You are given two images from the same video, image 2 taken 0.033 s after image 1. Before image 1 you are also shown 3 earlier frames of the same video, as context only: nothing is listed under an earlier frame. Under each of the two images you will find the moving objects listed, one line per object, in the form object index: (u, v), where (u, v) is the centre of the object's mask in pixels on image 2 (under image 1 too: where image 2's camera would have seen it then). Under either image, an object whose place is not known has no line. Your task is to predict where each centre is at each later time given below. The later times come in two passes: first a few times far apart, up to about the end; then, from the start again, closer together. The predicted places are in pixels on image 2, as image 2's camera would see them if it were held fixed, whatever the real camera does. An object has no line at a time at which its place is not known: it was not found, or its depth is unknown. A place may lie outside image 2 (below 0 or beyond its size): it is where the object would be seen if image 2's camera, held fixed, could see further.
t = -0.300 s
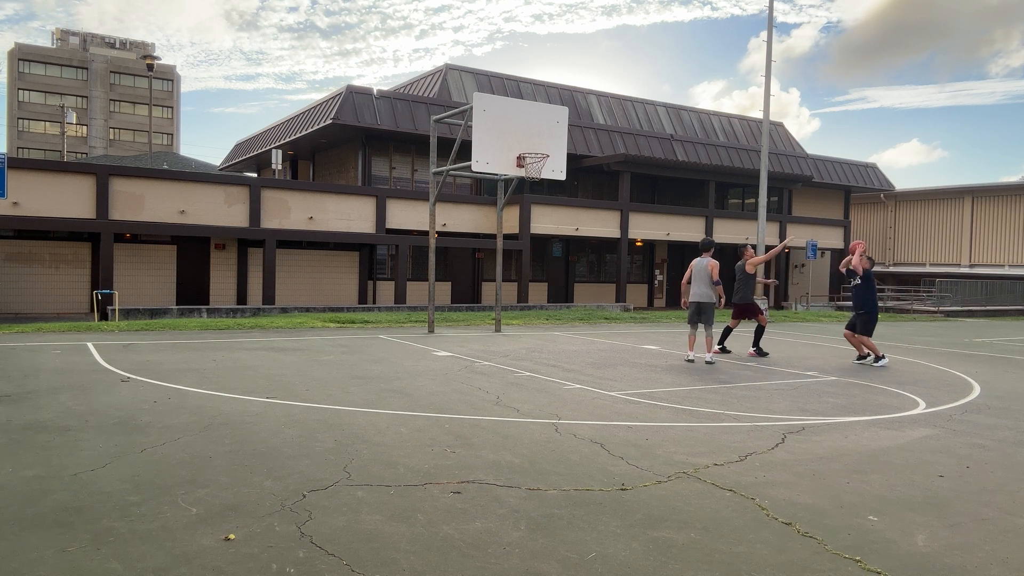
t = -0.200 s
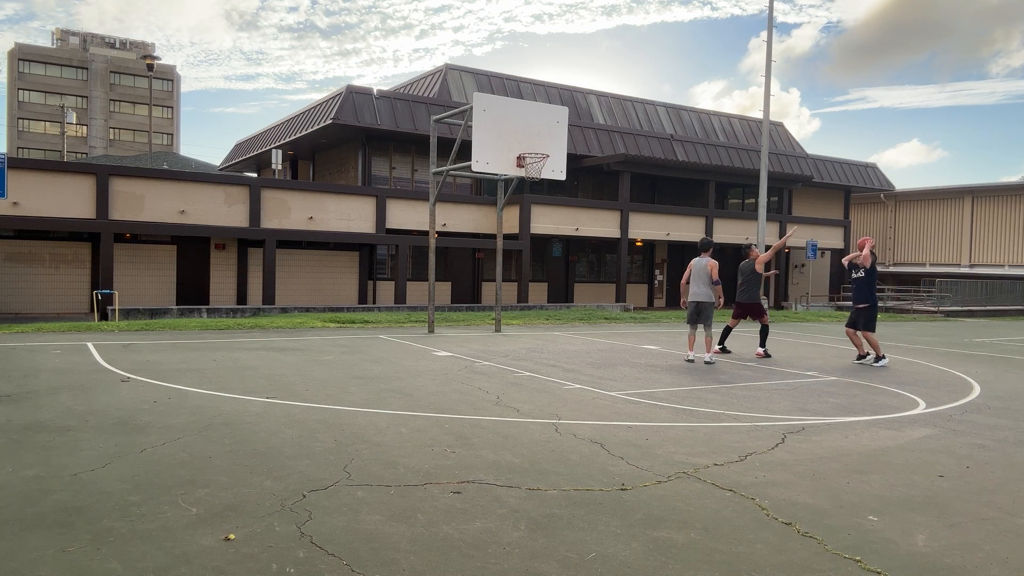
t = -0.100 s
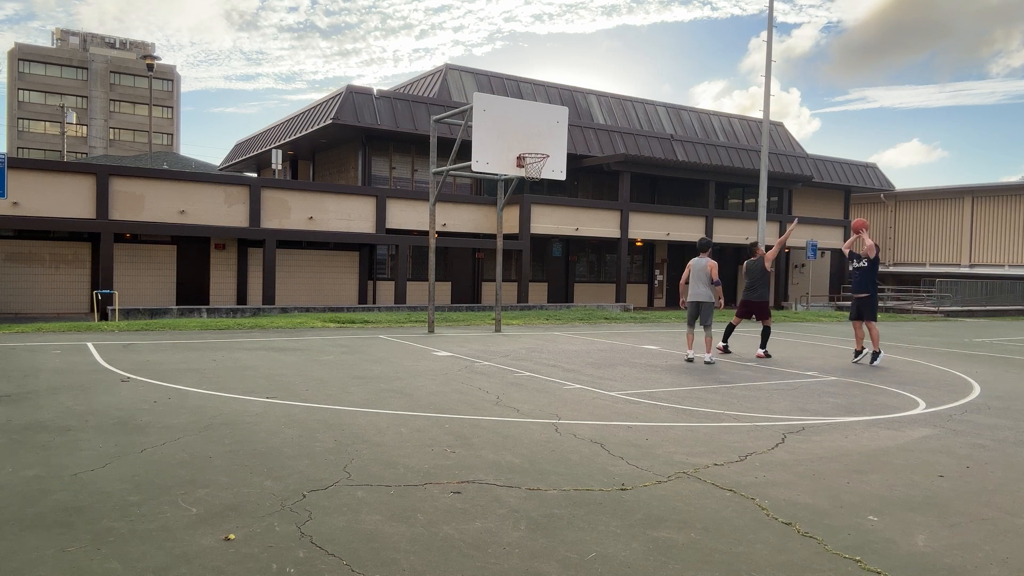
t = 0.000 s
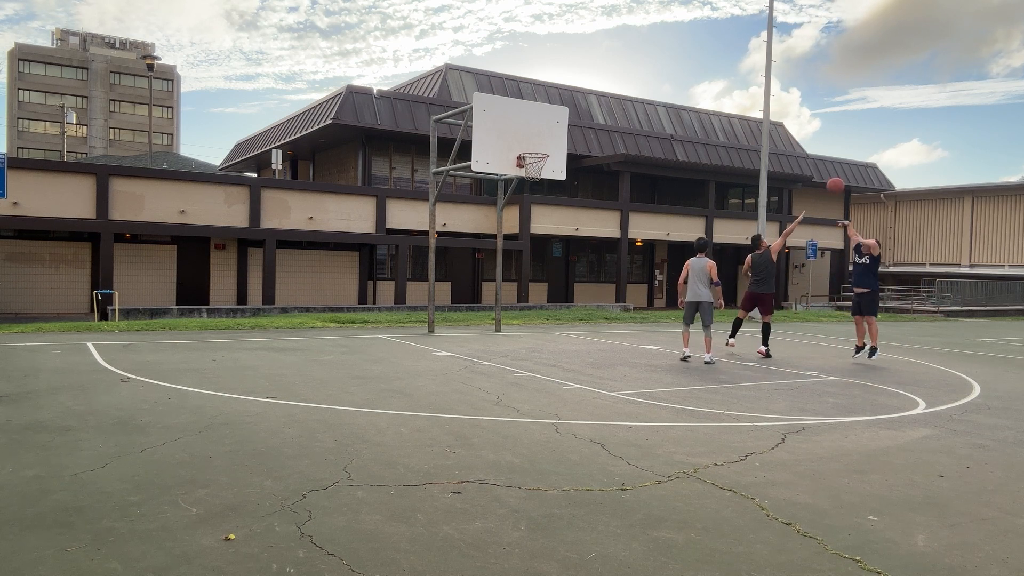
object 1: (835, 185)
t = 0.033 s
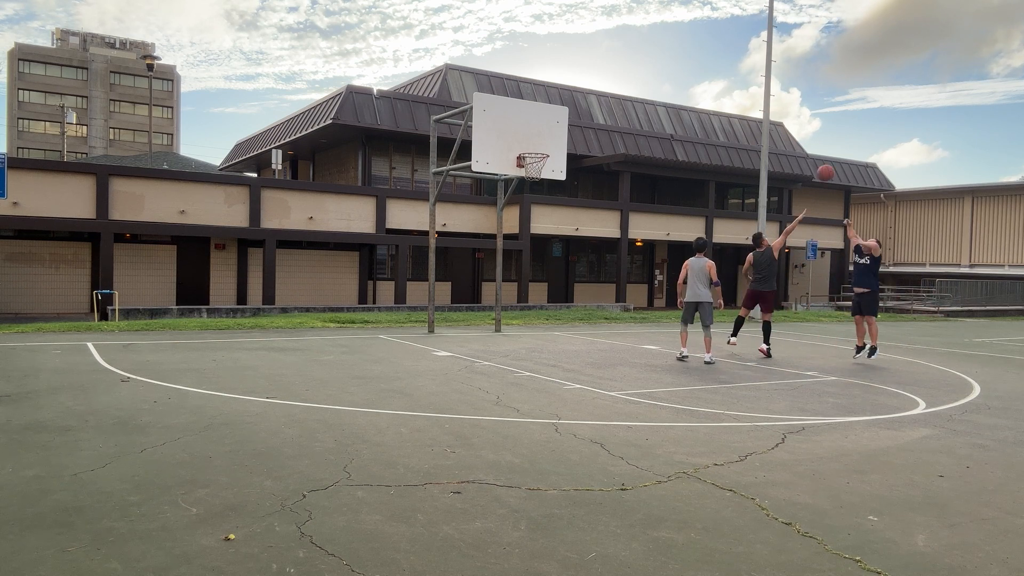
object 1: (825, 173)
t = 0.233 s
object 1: (768, 112)
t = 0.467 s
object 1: (702, 75)
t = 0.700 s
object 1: (638, 74)
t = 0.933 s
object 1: (575, 106)
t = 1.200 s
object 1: (532, 171)
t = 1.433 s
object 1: (537, 172)
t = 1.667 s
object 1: (525, 194)
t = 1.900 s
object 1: (512, 250)
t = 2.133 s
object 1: (499, 340)
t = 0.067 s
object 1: (815, 161)
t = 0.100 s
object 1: (806, 150)
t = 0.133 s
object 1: (796, 139)
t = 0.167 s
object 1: (787, 129)
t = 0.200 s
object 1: (777, 120)
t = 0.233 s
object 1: (768, 112)
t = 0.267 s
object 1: (758, 105)
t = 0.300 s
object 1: (749, 98)
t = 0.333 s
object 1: (739, 92)
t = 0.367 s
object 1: (730, 87)
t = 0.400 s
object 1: (720, 82)
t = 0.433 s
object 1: (711, 78)
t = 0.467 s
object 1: (702, 75)
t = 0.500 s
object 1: (693, 73)
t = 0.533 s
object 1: (683, 71)
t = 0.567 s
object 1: (674, 70)
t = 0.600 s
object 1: (665, 70)
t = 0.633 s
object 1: (656, 71)
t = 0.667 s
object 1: (647, 72)
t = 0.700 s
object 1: (638, 74)
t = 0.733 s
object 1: (629, 76)
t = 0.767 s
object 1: (620, 80)
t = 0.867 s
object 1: (593, 94)
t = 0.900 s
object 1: (584, 100)
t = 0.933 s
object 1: (575, 106)
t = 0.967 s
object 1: (566, 113)
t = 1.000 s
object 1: (558, 122)
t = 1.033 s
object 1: (549, 130)
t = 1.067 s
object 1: (540, 139)
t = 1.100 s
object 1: (531, 148)
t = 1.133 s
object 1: (529, 157)
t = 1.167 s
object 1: (530, 165)
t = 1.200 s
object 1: (532, 171)
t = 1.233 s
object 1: (535, 169)
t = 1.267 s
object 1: (538, 169)
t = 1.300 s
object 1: (538, 170)
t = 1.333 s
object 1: (538, 171)
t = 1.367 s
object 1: (538, 171)
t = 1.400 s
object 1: (537, 172)
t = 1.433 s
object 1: (537, 172)
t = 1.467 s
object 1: (535, 174)
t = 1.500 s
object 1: (534, 176)
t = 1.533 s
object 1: (532, 178)
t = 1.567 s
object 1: (530, 181)
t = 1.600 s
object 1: (528, 184)
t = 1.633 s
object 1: (527, 189)
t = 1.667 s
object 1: (525, 194)
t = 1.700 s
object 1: (523, 199)
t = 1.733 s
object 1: (521, 206)
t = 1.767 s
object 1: (519, 214)
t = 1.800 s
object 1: (518, 222)
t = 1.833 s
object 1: (516, 230)
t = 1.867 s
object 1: (514, 239)
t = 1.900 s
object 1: (512, 250)
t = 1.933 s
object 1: (510, 260)
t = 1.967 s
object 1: (508, 272)
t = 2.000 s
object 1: (506, 284)
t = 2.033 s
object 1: (504, 297)
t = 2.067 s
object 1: (502, 310)
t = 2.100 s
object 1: (500, 324)
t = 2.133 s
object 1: (499, 340)
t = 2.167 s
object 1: (498, 332)
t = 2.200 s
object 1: (497, 320)
